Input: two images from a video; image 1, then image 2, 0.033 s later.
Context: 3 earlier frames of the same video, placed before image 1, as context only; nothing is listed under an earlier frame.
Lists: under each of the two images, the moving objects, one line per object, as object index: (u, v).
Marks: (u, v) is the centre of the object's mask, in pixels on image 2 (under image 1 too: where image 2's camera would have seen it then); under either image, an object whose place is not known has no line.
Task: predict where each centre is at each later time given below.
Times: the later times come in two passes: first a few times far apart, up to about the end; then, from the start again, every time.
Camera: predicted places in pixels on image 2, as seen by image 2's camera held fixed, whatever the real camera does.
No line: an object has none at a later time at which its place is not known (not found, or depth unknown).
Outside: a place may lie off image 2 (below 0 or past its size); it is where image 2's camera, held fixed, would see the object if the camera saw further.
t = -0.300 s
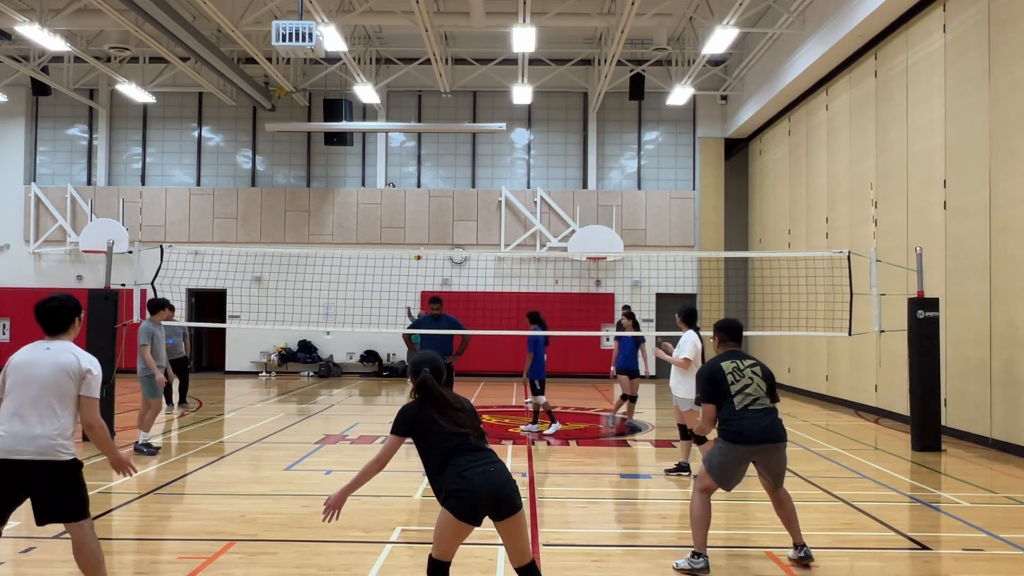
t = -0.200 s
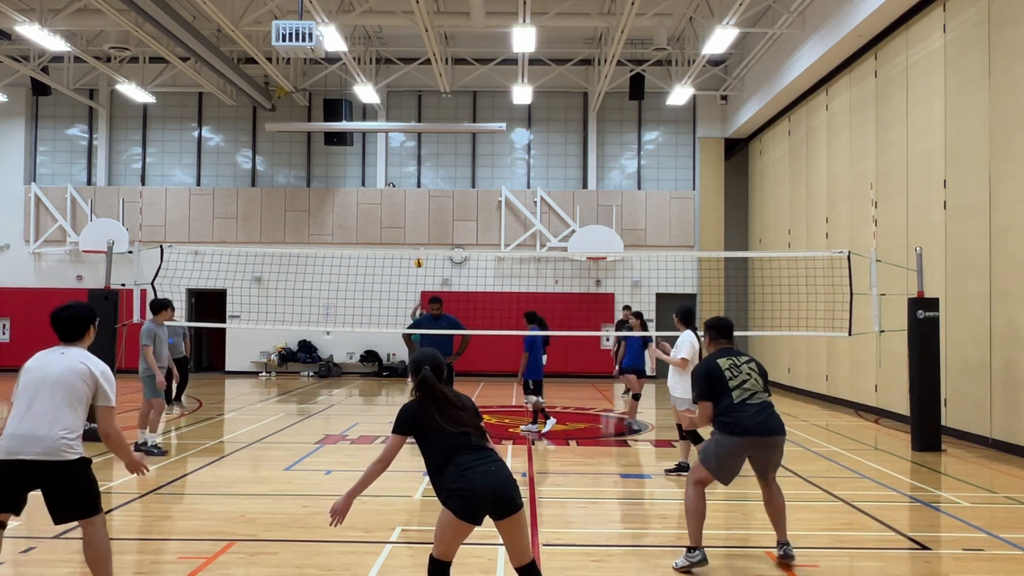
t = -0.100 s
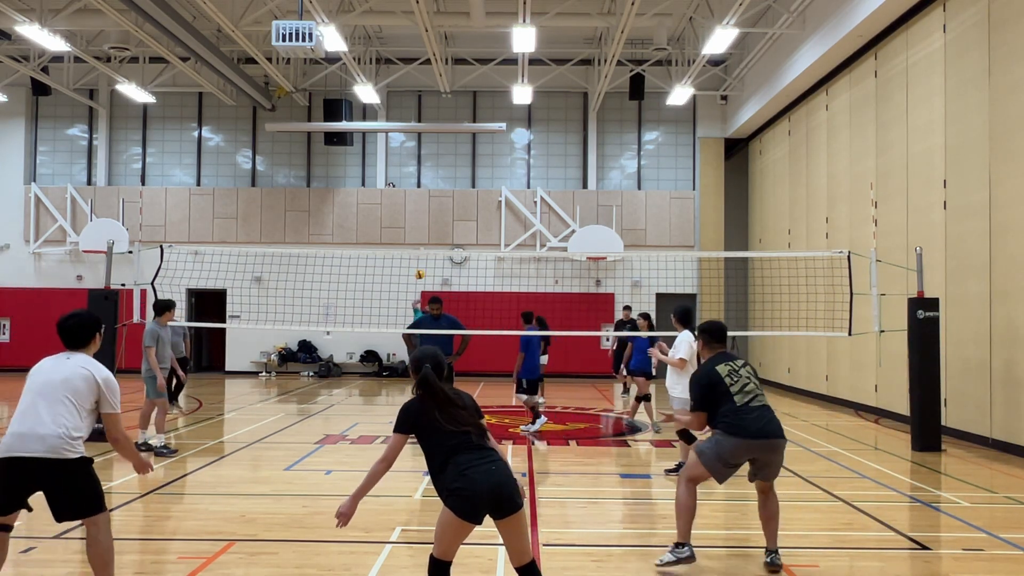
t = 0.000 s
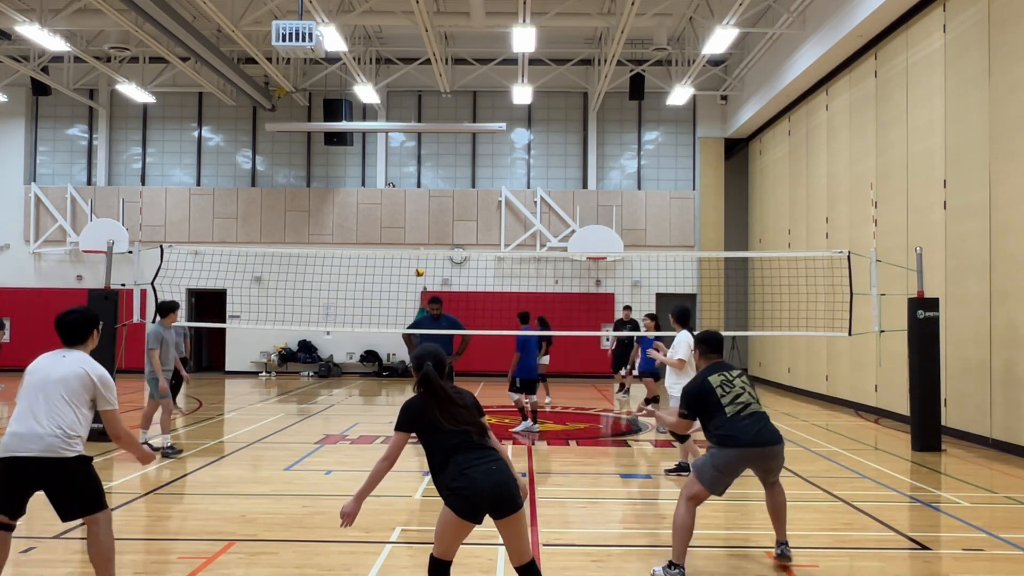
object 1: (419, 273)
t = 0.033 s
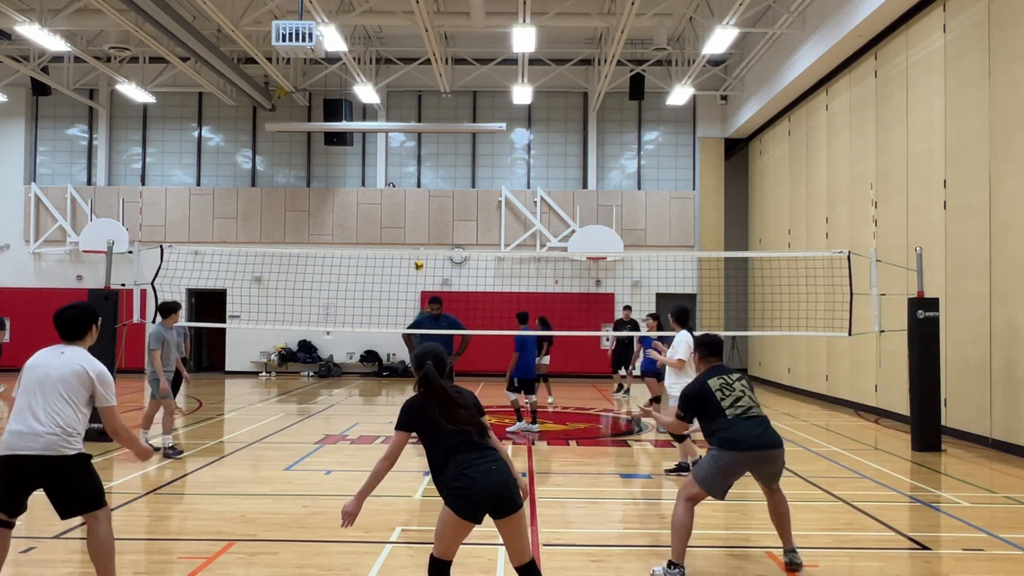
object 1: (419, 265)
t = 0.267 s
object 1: (413, 220)
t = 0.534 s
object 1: (404, 181)
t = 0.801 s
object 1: (384, 186)
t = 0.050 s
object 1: (418, 262)
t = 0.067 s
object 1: (418, 259)
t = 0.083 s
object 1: (418, 258)
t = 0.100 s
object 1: (417, 248)
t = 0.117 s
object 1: (417, 247)
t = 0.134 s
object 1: (416, 245)
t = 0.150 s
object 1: (416, 242)
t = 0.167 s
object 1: (415, 238)
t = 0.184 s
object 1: (415, 235)
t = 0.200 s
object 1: (414, 232)
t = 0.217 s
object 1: (414, 228)
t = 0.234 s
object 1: (413, 225)
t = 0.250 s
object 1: (413, 223)
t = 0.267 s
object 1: (413, 220)
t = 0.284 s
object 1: (413, 216)
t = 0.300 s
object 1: (412, 214)
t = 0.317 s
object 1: (412, 210)
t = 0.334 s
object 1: (411, 208)
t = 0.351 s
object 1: (411, 205)
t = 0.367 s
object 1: (410, 202)
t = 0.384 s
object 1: (409, 199)
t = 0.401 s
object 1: (409, 197)
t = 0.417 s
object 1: (408, 194)
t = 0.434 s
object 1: (407, 192)
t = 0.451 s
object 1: (407, 190)
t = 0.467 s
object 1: (406, 188)
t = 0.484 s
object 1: (406, 186)
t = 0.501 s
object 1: (405, 184)
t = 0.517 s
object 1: (404, 183)
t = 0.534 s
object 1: (404, 181)
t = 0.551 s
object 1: (403, 179)
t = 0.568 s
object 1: (402, 178)
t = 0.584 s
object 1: (401, 177)
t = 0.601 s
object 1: (400, 176)
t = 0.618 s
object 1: (399, 175)
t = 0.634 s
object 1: (398, 175)
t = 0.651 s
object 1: (397, 175)
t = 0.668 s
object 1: (396, 175)
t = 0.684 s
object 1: (395, 175)
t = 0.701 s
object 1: (393, 176)
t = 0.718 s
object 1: (391, 177)
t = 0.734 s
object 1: (390, 178)
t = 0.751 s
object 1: (388, 180)
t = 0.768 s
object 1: (387, 182)
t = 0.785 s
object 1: (386, 184)
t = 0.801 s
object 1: (384, 186)
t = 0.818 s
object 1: (383, 188)
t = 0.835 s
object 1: (381, 191)
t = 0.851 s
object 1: (380, 195)
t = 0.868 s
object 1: (378, 198)
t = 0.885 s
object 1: (377, 202)
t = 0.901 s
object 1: (375, 207)
